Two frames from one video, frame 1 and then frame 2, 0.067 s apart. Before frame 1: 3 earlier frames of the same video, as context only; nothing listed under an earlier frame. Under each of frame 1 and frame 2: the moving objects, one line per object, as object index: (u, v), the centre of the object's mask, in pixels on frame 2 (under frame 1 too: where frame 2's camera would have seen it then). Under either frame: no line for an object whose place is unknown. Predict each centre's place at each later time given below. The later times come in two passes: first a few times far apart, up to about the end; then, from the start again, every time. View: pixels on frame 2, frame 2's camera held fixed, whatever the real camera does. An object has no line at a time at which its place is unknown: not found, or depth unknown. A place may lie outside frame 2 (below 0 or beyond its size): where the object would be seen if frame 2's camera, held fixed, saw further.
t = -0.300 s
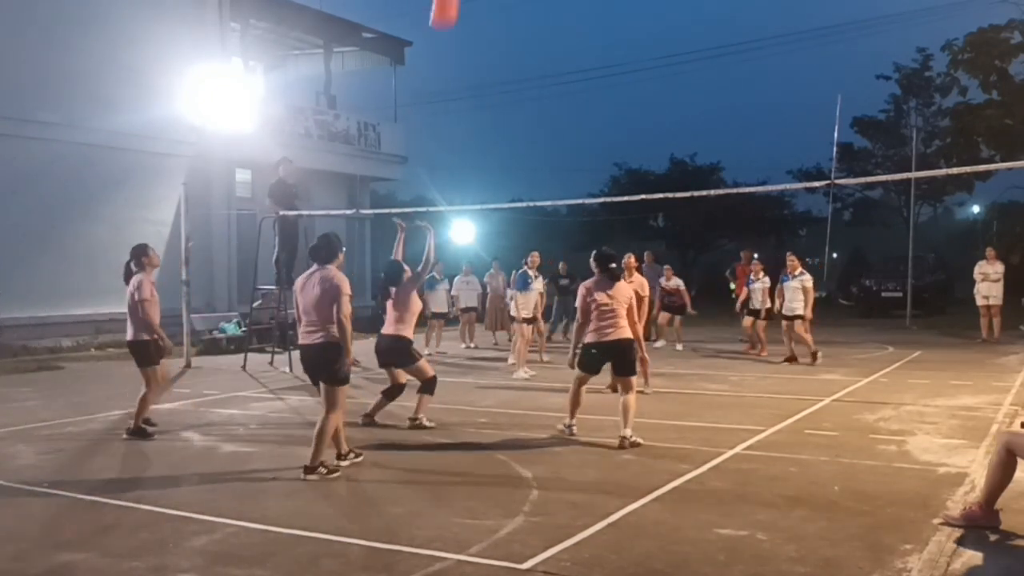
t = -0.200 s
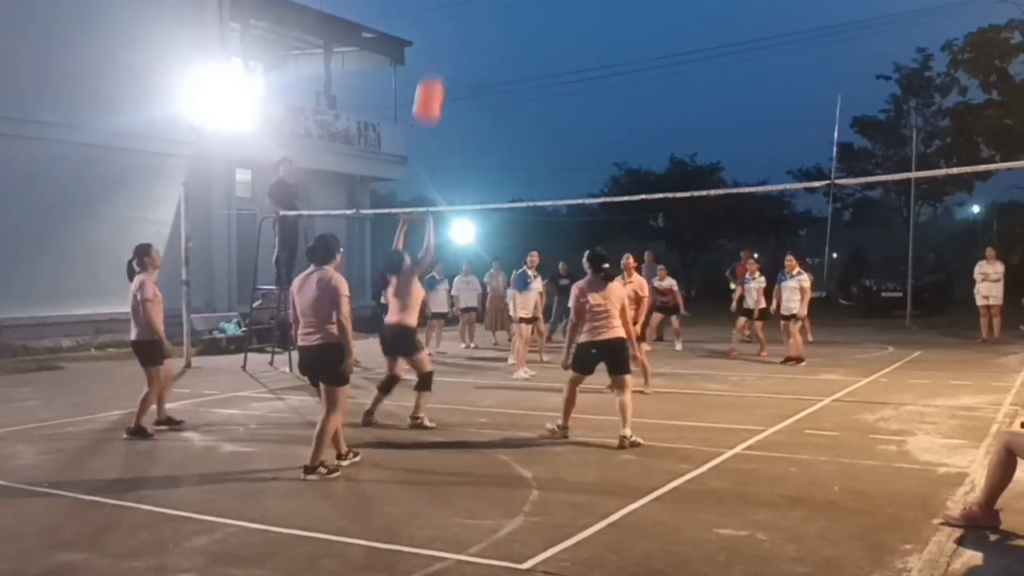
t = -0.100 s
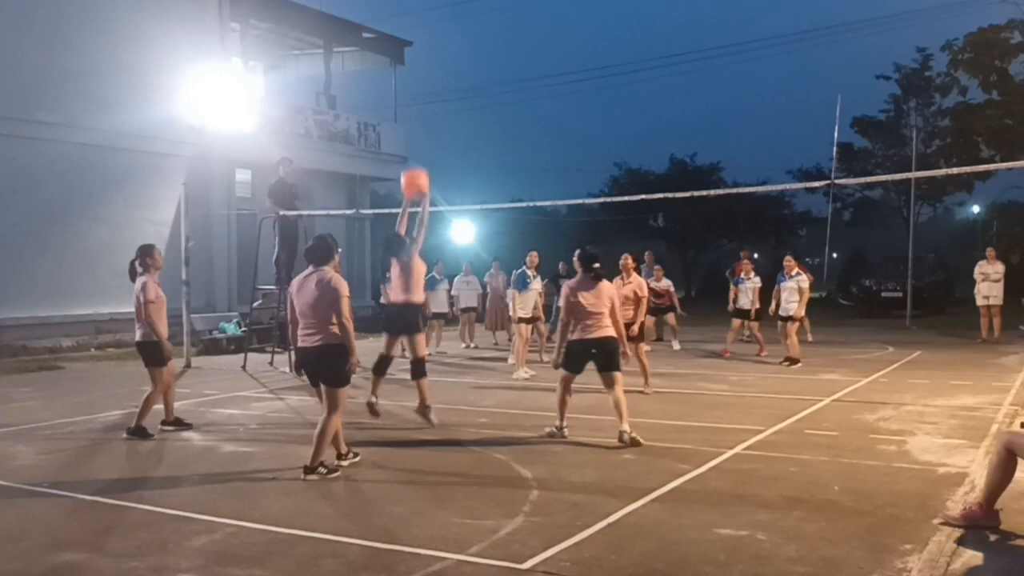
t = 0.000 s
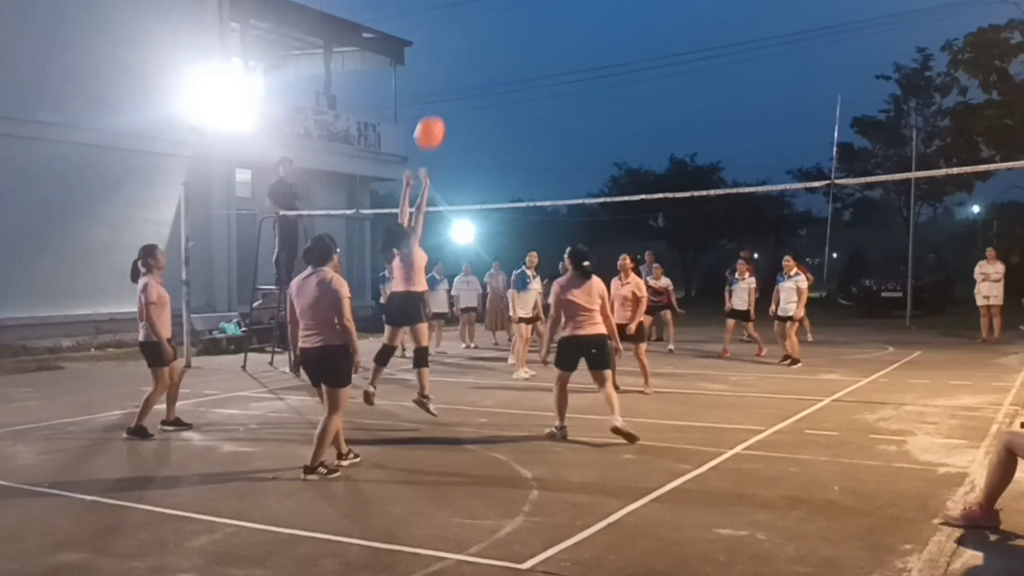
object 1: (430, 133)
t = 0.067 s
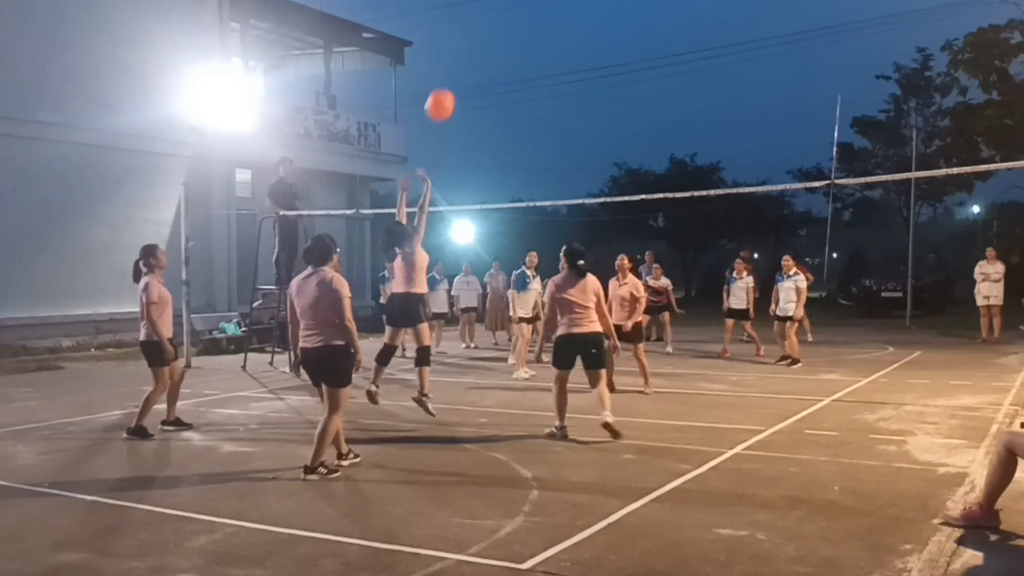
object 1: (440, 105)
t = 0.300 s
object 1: (475, 48)
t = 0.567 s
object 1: (511, 52)
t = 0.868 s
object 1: (546, 133)
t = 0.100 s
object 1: (446, 93)
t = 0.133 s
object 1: (451, 82)
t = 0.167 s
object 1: (456, 73)
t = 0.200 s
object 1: (461, 65)
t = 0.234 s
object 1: (466, 58)
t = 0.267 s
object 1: (471, 52)
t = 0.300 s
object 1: (475, 48)
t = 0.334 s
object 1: (480, 45)
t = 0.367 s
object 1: (485, 42)
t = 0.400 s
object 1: (489, 41)
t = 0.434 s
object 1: (494, 41)
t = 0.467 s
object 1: (498, 43)
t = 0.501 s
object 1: (503, 45)
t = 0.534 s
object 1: (507, 48)
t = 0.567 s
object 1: (511, 52)
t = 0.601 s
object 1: (516, 57)
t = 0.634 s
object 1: (520, 64)
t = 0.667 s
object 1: (524, 71)
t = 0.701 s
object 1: (528, 79)
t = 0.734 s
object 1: (532, 89)
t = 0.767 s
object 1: (535, 99)
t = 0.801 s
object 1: (539, 109)
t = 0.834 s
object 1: (543, 121)
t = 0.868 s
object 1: (546, 133)
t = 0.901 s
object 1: (550, 147)
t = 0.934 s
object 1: (553, 161)
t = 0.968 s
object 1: (557, 175)
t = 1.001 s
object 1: (560, 190)
